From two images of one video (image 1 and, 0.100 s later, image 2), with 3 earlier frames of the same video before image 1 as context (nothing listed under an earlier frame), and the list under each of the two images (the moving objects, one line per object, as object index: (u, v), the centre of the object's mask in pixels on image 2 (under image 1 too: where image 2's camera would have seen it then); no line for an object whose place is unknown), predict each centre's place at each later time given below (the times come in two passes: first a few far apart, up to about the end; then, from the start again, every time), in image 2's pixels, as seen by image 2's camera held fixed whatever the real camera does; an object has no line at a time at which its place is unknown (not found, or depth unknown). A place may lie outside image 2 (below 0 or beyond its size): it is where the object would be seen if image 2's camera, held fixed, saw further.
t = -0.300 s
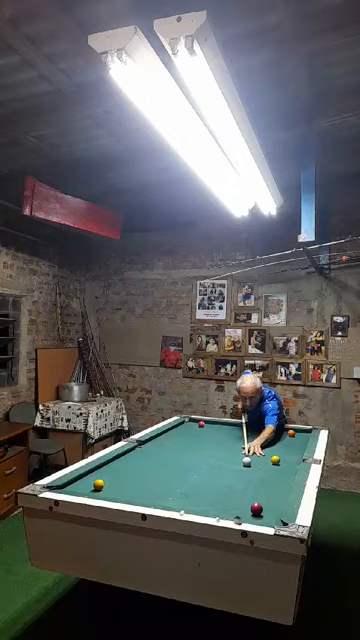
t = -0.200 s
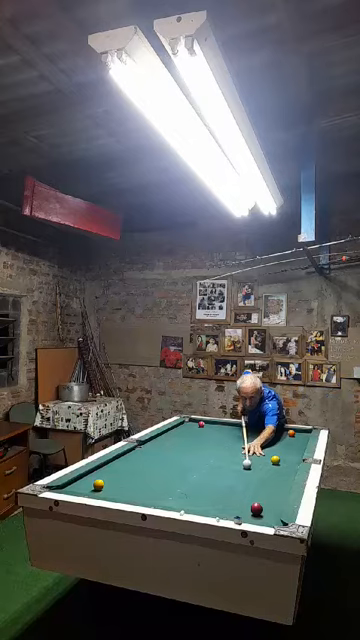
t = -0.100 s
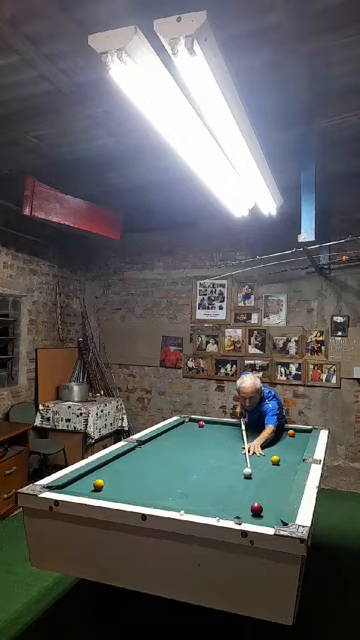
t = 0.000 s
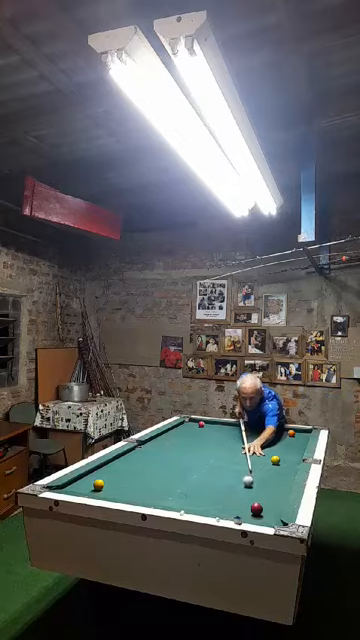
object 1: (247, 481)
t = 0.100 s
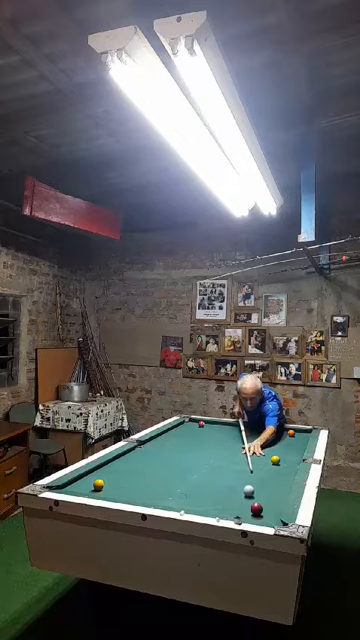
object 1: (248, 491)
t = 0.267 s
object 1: (244, 505)
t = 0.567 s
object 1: (225, 508)
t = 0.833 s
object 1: (223, 497)
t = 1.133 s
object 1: (220, 487)
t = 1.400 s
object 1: (218, 479)
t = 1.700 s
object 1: (216, 472)
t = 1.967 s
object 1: (214, 467)
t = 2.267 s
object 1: (212, 461)
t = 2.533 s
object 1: (210, 458)
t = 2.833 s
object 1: (208, 454)
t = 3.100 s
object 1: (207, 451)
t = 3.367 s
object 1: (206, 449)
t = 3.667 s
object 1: (205, 447)
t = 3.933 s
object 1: (204, 445)
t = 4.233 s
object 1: (203, 444)
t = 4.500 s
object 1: (203, 443)
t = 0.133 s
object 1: (249, 494)
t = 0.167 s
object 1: (249, 497)
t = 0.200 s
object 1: (248, 501)
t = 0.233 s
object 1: (247, 503)
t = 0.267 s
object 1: (244, 505)
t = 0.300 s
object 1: (241, 507)
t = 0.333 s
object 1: (237, 508)
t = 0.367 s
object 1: (234, 510)
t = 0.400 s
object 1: (230, 511)
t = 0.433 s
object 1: (227, 511)
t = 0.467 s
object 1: (225, 511)
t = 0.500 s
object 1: (225, 510)
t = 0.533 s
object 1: (225, 509)
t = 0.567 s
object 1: (225, 508)
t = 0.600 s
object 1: (224, 507)
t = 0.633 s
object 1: (224, 506)
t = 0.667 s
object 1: (224, 504)
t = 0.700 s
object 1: (223, 503)
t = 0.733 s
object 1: (223, 502)
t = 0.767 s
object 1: (223, 500)
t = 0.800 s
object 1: (223, 499)
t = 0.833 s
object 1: (223, 497)
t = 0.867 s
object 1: (222, 496)
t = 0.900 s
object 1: (222, 495)
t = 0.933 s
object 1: (222, 494)
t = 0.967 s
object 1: (222, 493)
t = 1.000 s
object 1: (221, 491)
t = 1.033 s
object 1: (221, 490)
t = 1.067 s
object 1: (221, 489)
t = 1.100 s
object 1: (221, 488)
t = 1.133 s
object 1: (220, 487)
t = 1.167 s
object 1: (220, 486)
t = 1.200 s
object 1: (220, 485)
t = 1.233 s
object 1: (220, 484)
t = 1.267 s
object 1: (219, 483)
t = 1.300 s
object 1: (219, 482)
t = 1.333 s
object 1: (219, 481)
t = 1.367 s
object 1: (219, 480)
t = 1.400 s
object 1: (218, 479)
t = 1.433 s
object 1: (218, 479)
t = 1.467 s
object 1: (218, 478)
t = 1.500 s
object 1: (218, 477)
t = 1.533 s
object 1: (217, 476)
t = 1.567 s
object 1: (217, 475)
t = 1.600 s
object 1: (217, 474)
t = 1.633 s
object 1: (217, 474)
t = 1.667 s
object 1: (217, 473)
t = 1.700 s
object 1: (216, 472)
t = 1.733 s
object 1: (216, 471)
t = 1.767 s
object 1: (216, 470)
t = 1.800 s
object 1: (216, 470)
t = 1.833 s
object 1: (215, 469)
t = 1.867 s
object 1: (215, 469)
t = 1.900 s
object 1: (215, 468)
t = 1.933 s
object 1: (214, 467)
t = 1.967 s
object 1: (214, 467)
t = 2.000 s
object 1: (214, 466)
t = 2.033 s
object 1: (214, 466)
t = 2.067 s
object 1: (213, 465)
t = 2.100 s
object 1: (213, 464)
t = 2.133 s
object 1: (213, 464)
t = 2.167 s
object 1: (213, 463)
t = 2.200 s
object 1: (213, 463)
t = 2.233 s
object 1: (212, 462)
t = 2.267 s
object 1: (212, 461)
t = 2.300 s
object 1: (212, 461)
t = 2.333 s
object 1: (211, 460)
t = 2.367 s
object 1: (211, 460)
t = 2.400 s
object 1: (211, 460)
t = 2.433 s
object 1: (211, 459)
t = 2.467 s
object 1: (211, 459)
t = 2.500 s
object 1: (210, 458)
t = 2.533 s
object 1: (210, 458)
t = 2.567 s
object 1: (210, 457)
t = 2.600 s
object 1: (210, 457)
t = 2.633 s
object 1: (210, 456)
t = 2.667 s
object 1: (209, 456)
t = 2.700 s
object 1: (209, 456)
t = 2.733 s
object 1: (209, 455)
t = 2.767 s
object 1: (209, 454)
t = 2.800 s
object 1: (208, 454)
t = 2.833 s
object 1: (208, 454)
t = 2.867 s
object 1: (208, 454)
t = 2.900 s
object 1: (208, 453)
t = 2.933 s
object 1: (208, 453)
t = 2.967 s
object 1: (208, 453)
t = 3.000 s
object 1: (208, 452)
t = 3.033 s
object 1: (208, 452)
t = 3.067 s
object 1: (207, 451)
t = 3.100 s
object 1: (207, 451)
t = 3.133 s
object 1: (207, 451)
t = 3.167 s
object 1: (207, 451)
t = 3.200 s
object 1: (207, 450)
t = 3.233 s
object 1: (207, 450)
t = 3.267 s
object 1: (206, 450)
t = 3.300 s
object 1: (206, 449)
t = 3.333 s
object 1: (206, 449)
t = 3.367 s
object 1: (206, 449)
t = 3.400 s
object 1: (206, 448)
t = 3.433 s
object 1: (206, 448)
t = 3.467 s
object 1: (205, 448)
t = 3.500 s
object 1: (205, 448)
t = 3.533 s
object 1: (205, 448)
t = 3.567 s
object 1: (205, 447)
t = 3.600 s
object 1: (205, 447)
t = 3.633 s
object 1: (205, 447)
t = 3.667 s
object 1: (205, 447)
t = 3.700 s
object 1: (204, 446)
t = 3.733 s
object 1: (204, 446)
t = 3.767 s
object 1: (204, 446)
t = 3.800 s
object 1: (204, 446)
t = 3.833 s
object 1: (204, 446)
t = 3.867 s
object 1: (204, 445)
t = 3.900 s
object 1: (204, 445)
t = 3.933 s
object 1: (204, 445)
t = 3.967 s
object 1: (203, 445)
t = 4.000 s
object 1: (203, 445)
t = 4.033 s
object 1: (203, 445)
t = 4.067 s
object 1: (203, 444)
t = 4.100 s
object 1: (203, 444)
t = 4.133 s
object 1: (203, 444)
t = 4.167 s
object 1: (203, 444)
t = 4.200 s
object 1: (203, 444)
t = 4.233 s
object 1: (203, 444)
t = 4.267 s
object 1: (203, 444)
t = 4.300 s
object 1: (203, 444)
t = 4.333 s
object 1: (203, 443)
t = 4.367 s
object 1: (203, 443)
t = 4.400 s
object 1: (203, 443)
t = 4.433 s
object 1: (203, 443)
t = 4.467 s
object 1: (203, 443)
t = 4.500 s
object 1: (203, 443)
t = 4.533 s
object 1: (203, 443)
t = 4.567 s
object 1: (203, 443)
